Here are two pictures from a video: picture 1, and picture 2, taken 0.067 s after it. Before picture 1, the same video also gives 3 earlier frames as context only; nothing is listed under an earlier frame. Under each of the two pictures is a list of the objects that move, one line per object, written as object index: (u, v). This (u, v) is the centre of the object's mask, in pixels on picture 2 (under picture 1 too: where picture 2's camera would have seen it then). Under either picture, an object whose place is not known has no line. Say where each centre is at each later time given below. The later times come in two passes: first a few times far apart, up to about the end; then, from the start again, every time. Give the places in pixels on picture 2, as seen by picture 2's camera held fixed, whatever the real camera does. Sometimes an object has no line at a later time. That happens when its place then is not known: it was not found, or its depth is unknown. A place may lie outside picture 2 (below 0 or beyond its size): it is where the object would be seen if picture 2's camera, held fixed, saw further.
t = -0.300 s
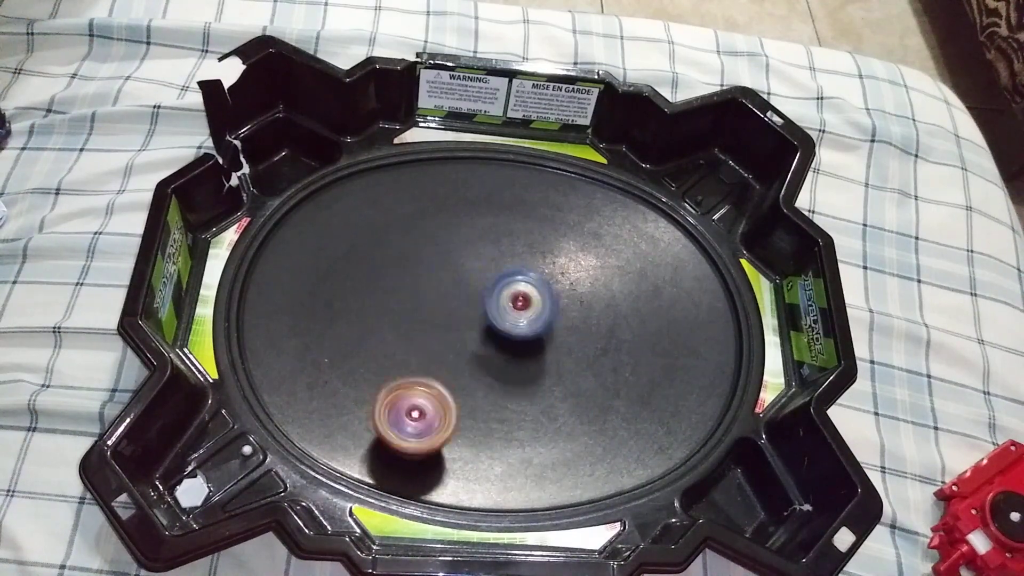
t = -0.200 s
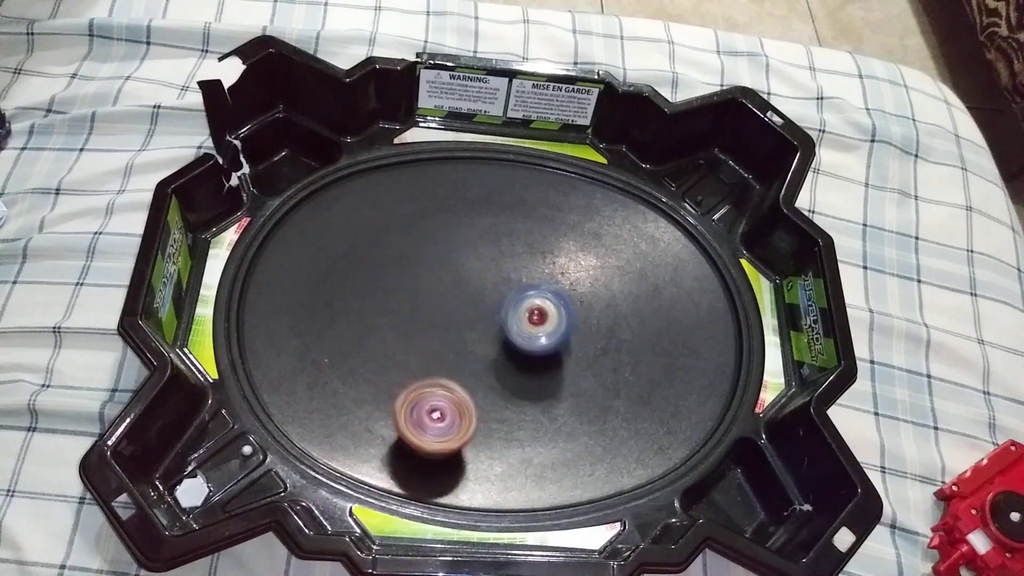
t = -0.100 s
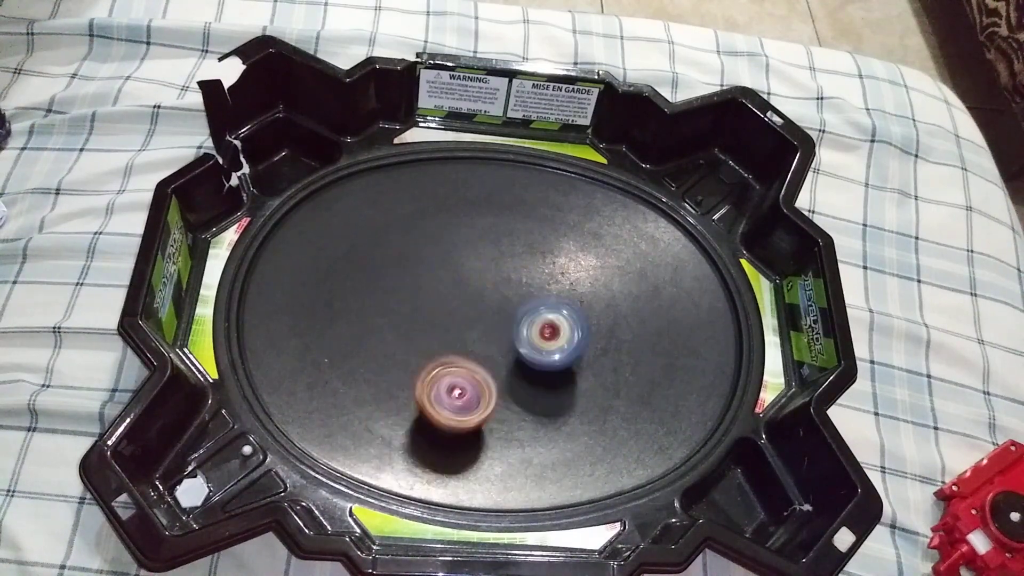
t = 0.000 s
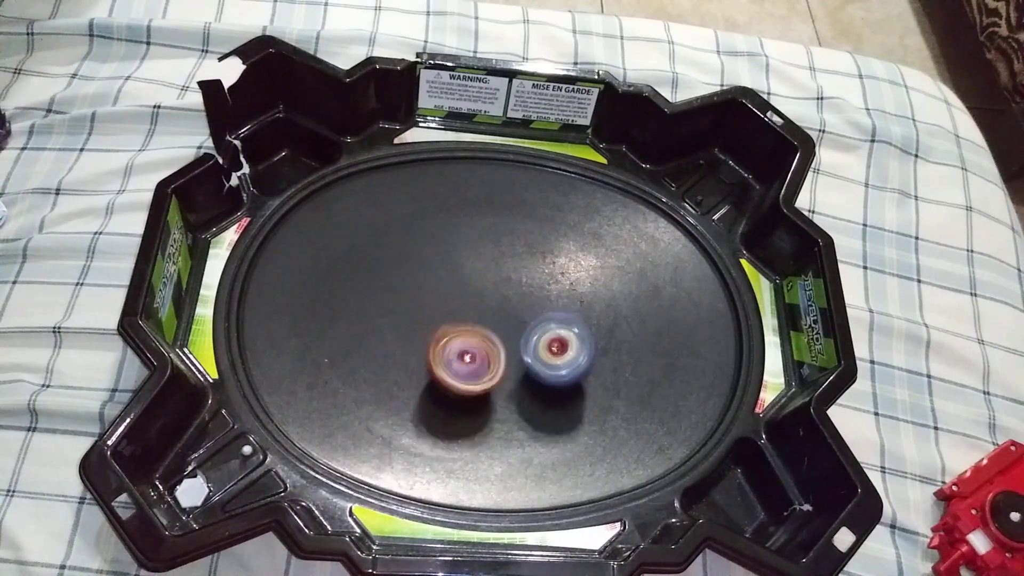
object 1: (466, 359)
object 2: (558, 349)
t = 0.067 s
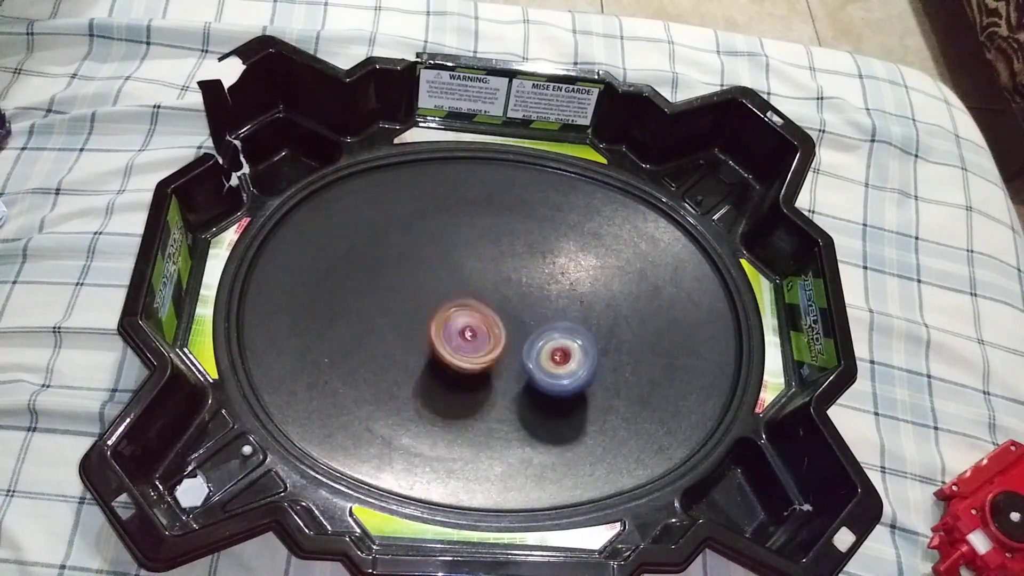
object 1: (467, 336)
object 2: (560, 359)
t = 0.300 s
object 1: (442, 266)
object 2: (551, 389)
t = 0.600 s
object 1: (410, 276)
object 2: (495, 381)
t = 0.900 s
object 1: (446, 245)
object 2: (466, 397)
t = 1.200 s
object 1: (476, 251)
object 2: (453, 371)
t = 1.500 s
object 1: (543, 326)
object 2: (410, 328)
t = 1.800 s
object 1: (579, 387)
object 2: (384, 317)
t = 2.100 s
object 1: (532, 387)
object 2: (446, 299)
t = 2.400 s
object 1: (448, 331)
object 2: (498, 267)
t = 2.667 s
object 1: (412, 273)
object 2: (511, 280)
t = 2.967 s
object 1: (427, 262)
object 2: (554, 339)
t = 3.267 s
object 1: (486, 316)
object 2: (560, 355)
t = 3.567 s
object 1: (454, 317)
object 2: (555, 380)
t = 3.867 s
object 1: (421, 320)
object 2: (501, 366)
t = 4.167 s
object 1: (423, 276)
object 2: (455, 344)
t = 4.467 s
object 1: (485, 255)
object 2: (418, 393)
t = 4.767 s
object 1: (564, 347)
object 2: (425, 353)
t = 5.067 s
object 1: (561, 353)
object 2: (480, 335)
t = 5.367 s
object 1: (564, 357)
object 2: (483, 341)
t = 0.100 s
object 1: (467, 324)
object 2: (561, 364)
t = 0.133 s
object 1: (463, 312)
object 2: (561, 369)
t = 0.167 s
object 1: (459, 301)
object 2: (560, 373)
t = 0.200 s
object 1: (456, 291)
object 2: (559, 378)
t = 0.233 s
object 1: (452, 281)
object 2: (557, 382)
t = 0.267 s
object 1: (447, 273)
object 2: (554, 386)
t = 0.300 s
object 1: (442, 266)
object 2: (551, 389)
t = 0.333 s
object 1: (437, 261)
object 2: (547, 391)
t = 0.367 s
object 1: (432, 256)
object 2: (541, 393)
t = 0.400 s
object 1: (427, 253)
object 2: (535, 393)
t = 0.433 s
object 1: (421, 251)
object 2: (529, 393)
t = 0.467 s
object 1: (416, 251)
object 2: (523, 392)
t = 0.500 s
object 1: (412, 254)
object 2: (516, 391)
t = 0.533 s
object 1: (409, 259)
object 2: (509, 388)
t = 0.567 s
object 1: (408, 267)
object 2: (502, 385)
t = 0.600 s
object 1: (410, 276)
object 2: (495, 381)
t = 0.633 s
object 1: (414, 284)
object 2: (489, 376)
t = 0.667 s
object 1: (419, 294)
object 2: (482, 370)
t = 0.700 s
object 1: (427, 302)
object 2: (475, 365)
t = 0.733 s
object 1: (435, 296)
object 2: (474, 375)
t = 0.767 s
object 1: (435, 281)
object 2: (474, 385)
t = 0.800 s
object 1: (436, 270)
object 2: (472, 390)
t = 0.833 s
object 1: (439, 259)
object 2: (470, 393)
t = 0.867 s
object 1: (442, 252)
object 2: (468, 395)
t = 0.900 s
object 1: (446, 245)
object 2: (466, 397)
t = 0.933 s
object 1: (447, 240)
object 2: (465, 397)
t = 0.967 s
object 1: (450, 237)
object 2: (463, 397)
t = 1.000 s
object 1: (453, 234)
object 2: (461, 395)
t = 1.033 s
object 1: (455, 234)
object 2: (459, 393)
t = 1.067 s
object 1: (460, 234)
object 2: (457, 390)
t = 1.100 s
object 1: (462, 235)
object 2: (456, 386)
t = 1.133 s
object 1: (467, 240)
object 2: (455, 381)
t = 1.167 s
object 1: (472, 244)
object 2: (454, 376)
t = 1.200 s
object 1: (476, 251)
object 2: (453, 371)
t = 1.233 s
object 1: (482, 258)
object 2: (452, 364)
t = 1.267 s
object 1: (485, 267)
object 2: (451, 358)
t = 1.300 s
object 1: (491, 276)
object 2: (450, 351)
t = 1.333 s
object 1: (498, 284)
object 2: (450, 345)
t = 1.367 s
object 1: (508, 292)
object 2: (442, 342)
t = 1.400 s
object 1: (518, 300)
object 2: (434, 339)
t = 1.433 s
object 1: (529, 309)
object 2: (427, 336)
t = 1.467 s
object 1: (537, 317)
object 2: (418, 332)
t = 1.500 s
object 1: (543, 326)
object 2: (410, 328)
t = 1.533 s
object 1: (551, 333)
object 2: (402, 326)
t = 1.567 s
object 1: (557, 340)
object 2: (397, 324)
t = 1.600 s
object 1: (563, 349)
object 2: (391, 322)
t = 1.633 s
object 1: (568, 355)
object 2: (385, 319)
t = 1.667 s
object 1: (572, 363)
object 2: (382, 319)
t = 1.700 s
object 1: (576, 370)
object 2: (380, 318)
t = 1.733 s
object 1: (578, 377)
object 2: (380, 318)
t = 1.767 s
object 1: (580, 382)
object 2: (381, 318)
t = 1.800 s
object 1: (579, 387)
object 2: (384, 317)
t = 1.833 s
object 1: (579, 391)
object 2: (387, 318)
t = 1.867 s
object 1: (576, 394)
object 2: (392, 318)
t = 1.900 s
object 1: (573, 396)
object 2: (399, 316)
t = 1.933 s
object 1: (568, 397)
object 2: (408, 315)
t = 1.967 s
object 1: (563, 398)
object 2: (416, 313)
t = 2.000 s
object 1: (555, 396)
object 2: (422, 310)
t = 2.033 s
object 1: (549, 394)
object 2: (429, 307)
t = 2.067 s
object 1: (539, 391)
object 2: (438, 304)
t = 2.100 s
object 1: (532, 387)
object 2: (446, 299)
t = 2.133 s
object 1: (521, 382)
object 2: (452, 296)
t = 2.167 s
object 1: (513, 376)
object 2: (459, 292)
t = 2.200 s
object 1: (503, 370)
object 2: (465, 290)
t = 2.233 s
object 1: (494, 364)
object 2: (472, 285)
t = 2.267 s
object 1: (484, 358)
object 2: (478, 282)
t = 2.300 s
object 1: (475, 351)
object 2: (484, 279)
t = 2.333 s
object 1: (465, 345)
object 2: (490, 276)
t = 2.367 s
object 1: (457, 337)
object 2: (494, 272)
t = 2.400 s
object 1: (448, 331)
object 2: (498, 267)
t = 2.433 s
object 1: (442, 323)
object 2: (501, 264)
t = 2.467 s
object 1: (436, 316)
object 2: (504, 265)
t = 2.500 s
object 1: (430, 308)
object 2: (505, 263)
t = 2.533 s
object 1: (426, 301)
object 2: (506, 265)
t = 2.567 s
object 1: (422, 293)
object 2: (507, 267)
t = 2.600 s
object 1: (418, 286)
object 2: (510, 271)
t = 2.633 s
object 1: (415, 279)
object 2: (511, 275)
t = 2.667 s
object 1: (412, 273)
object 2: (511, 280)
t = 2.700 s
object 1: (411, 268)
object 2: (516, 288)
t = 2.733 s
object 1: (409, 263)
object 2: (519, 294)
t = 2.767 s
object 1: (410, 260)
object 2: (523, 300)
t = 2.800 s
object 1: (409, 258)
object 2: (528, 309)
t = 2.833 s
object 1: (412, 256)
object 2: (534, 318)
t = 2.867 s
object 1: (413, 256)
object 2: (537, 324)
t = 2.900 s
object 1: (418, 257)
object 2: (541, 330)
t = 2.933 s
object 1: (421, 259)
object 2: (549, 335)
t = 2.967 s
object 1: (427, 262)
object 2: (554, 339)
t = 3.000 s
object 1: (432, 268)
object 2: (558, 345)
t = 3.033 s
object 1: (438, 272)
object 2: (563, 349)
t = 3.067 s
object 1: (445, 279)
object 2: (565, 350)
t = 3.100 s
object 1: (451, 284)
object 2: (565, 352)
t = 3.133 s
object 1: (458, 291)
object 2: (568, 355)
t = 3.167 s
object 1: (465, 298)
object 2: (566, 356)
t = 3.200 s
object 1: (472, 304)
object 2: (564, 357)
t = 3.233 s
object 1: (478, 311)
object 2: (564, 357)
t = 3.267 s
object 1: (486, 316)
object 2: (560, 355)
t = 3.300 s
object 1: (489, 315)
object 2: (558, 362)
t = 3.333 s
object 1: (483, 316)
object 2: (562, 367)
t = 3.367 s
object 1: (481, 317)
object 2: (562, 373)
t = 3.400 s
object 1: (476, 313)
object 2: (565, 376)
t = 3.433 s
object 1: (472, 315)
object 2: (566, 378)
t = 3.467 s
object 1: (467, 314)
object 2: (563, 381)
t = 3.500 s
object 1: (463, 316)
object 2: (564, 381)
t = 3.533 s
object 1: (457, 316)
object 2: (557, 381)
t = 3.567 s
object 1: (454, 317)
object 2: (555, 380)
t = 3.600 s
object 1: (449, 321)
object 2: (547, 380)
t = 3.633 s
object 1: (445, 322)
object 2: (543, 379)
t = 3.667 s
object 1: (443, 326)
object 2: (536, 376)
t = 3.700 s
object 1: (438, 328)
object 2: (529, 374)
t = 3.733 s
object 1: (439, 331)
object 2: (520, 371)
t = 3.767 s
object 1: (437, 333)
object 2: (512, 368)
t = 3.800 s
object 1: (433, 328)
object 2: (507, 367)
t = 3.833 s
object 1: (426, 324)
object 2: (503, 367)
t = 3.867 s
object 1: (421, 320)
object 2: (501, 366)
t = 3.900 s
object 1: (417, 315)
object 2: (494, 366)
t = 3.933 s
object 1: (415, 309)
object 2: (492, 364)
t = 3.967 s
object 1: (414, 303)
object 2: (486, 363)
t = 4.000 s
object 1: (413, 297)
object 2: (483, 360)
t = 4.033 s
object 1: (413, 293)
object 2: (475, 357)
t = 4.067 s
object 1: (415, 287)
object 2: (472, 352)
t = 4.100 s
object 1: (417, 283)
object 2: (466, 350)
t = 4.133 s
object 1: (418, 279)
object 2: (462, 345)
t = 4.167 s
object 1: (423, 276)
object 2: (455, 344)
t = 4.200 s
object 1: (431, 265)
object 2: (447, 354)
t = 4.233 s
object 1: (436, 255)
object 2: (446, 365)
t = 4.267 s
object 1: (441, 241)
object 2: (442, 375)
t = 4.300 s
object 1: (452, 235)
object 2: (437, 381)
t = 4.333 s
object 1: (458, 236)
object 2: (436, 383)
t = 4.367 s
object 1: (465, 236)
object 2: (434, 388)
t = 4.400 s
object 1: (471, 240)
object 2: (430, 392)
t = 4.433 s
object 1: (479, 245)
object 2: (421, 394)
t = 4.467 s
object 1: (485, 255)
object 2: (418, 393)
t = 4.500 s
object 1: (492, 265)
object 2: (419, 393)
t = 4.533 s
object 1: (502, 275)
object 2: (418, 391)
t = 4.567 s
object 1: (513, 285)
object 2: (415, 386)
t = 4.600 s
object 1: (522, 300)
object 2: (415, 383)
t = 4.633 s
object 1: (531, 313)
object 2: (414, 378)
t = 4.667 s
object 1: (541, 323)
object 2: (415, 370)
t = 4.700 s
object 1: (550, 331)
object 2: (418, 365)
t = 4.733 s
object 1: (558, 341)
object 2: (422, 359)
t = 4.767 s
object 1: (564, 347)
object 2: (425, 353)
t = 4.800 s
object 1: (569, 354)
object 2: (431, 348)
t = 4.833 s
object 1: (572, 356)
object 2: (436, 346)
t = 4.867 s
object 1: (573, 357)
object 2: (441, 344)
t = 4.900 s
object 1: (573, 359)
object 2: (448, 338)
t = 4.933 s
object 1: (571, 359)
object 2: (456, 336)
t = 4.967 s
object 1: (569, 357)
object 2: (464, 335)
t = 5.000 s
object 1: (566, 355)
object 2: (470, 334)
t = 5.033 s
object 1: (564, 354)
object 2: (475, 336)
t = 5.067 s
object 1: (561, 353)
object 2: (480, 335)
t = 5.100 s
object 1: (560, 352)
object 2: (488, 336)
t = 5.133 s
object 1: (561, 353)
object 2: (495, 341)
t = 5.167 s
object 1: (562, 355)
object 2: (495, 345)
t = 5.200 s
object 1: (564, 357)
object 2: (491, 344)
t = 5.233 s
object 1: (566, 359)
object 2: (493, 341)
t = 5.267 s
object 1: (565, 359)
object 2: (496, 341)
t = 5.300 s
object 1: (564, 357)
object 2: (498, 343)
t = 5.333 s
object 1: (565, 357)
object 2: (493, 343)
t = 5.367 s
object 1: (564, 357)
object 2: (483, 341)
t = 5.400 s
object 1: (563, 355)
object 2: (476, 338)
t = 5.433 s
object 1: (561, 353)
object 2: (471, 335)
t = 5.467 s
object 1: (561, 350)
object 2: (469, 332)
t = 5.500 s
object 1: (561, 348)
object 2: (468, 331)
